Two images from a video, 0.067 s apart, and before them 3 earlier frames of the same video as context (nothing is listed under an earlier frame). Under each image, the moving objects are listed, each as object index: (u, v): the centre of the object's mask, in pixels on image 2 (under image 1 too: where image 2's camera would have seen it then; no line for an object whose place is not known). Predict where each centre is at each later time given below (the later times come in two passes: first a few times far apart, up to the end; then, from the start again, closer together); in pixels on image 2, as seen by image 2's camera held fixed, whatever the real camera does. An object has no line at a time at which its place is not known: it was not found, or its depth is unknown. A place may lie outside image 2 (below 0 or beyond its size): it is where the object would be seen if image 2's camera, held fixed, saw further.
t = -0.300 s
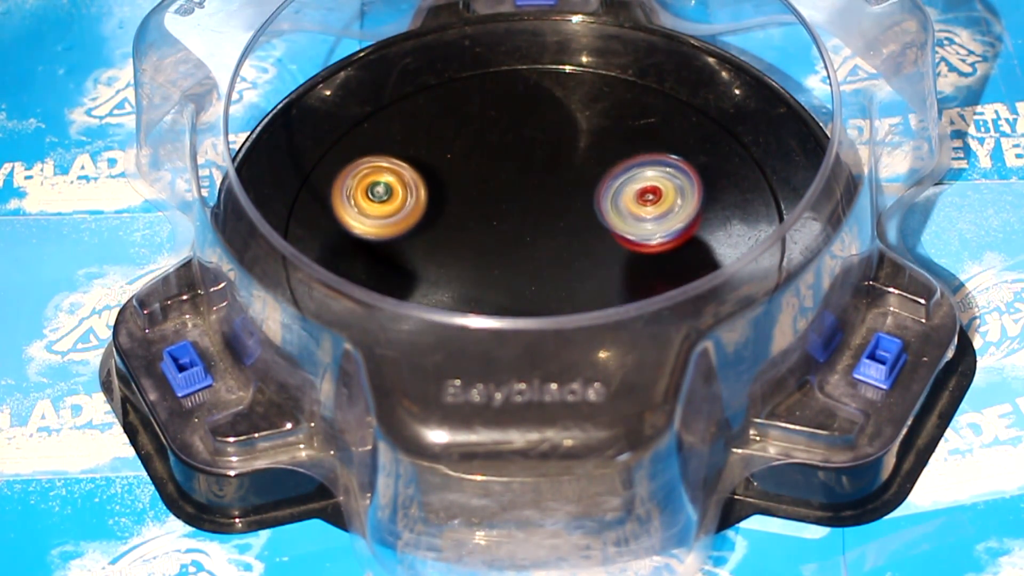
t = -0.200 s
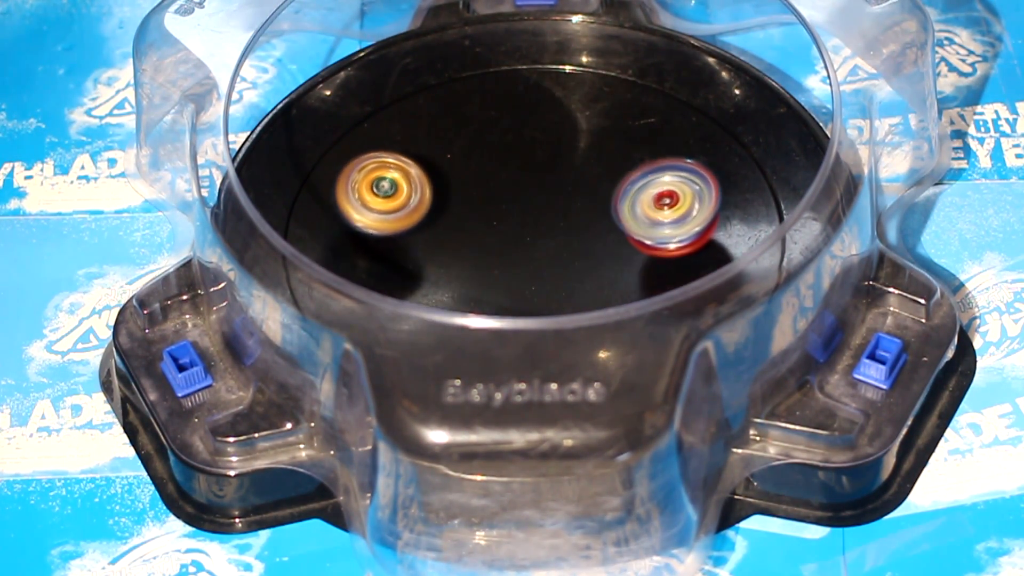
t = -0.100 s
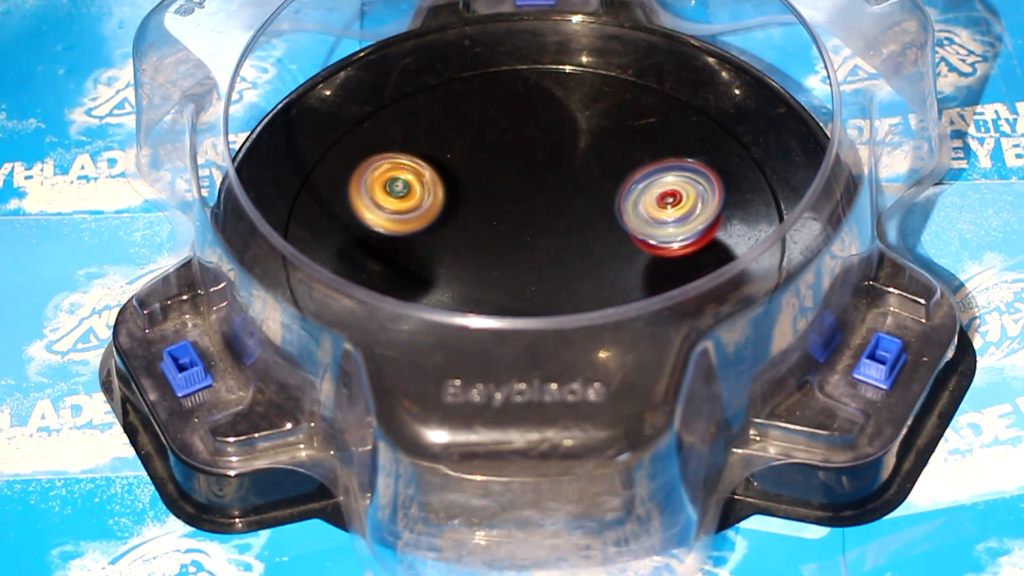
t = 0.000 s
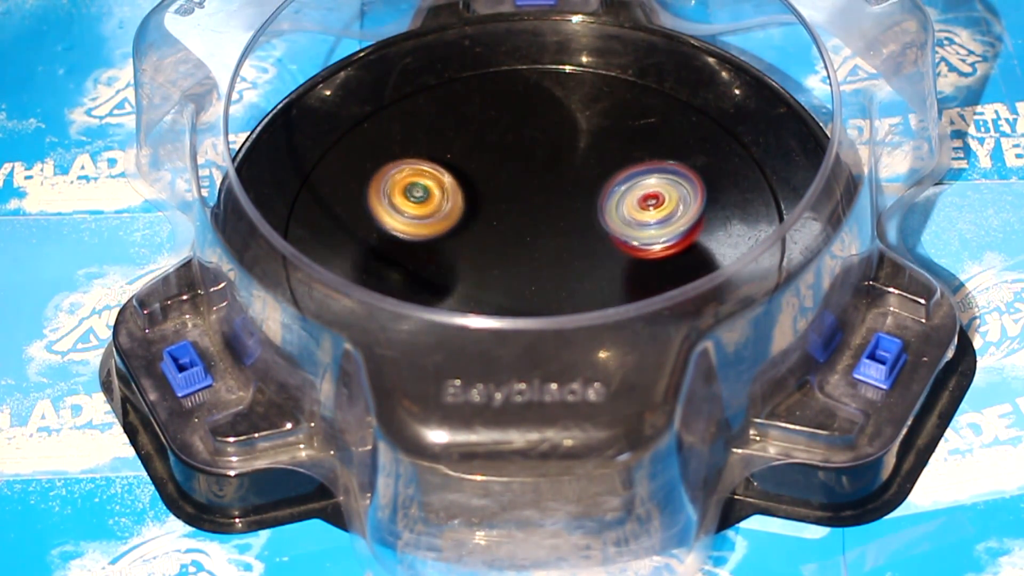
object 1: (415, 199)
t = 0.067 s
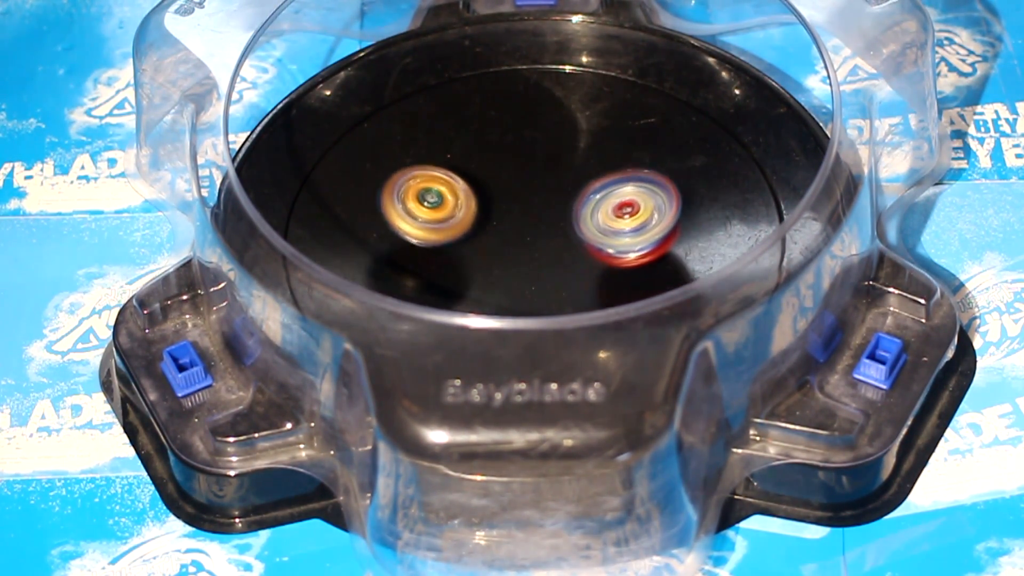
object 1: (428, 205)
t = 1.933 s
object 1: (574, 197)
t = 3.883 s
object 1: (501, 197)
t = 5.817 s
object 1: (544, 164)
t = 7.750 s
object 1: (590, 209)
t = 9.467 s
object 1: (575, 262)
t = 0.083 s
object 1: (431, 207)
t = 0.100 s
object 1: (434, 209)
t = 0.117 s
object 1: (437, 210)
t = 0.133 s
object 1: (440, 212)
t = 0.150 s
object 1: (443, 214)
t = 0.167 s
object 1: (445, 216)
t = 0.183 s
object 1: (448, 218)
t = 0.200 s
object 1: (450, 219)
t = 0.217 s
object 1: (453, 221)
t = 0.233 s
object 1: (455, 223)
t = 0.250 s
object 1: (457, 225)
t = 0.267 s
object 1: (459, 227)
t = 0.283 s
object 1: (461, 228)
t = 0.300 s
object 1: (463, 230)
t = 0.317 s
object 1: (464, 232)
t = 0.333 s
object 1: (466, 233)
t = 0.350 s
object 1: (468, 235)
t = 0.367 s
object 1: (470, 236)
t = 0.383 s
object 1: (472, 238)
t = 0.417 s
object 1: (475, 241)
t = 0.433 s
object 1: (477, 242)
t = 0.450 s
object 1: (479, 244)
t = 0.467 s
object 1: (481, 245)
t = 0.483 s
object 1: (483, 246)
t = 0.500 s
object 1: (485, 248)
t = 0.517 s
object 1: (487, 249)
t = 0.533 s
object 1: (489, 250)
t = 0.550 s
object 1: (491, 251)
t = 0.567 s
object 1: (494, 252)
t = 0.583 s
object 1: (496, 253)
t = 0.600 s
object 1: (499, 254)
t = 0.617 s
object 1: (500, 255)
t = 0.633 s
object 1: (502, 256)
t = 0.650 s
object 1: (504, 256)
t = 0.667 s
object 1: (506, 257)
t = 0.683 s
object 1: (506, 256)
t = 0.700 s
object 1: (496, 245)
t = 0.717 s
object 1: (487, 234)
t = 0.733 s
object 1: (477, 222)
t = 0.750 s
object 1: (468, 211)
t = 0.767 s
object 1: (462, 201)
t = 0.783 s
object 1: (456, 192)
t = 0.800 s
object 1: (452, 183)
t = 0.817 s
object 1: (449, 174)
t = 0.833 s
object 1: (448, 167)
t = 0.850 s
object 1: (449, 160)
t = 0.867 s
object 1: (450, 153)
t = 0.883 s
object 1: (453, 147)
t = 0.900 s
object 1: (458, 142)
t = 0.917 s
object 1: (464, 138)
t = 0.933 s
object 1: (471, 134)
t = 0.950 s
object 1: (479, 130)
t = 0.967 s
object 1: (488, 127)
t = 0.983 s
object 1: (498, 125)
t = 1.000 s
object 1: (507, 123)
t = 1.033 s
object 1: (526, 121)
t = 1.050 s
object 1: (536, 121)
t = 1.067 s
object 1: (545, 120)
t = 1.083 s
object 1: (554, 121)
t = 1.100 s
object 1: (563, 122)
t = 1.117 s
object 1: (570, 124)
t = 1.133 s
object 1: (578, 126)
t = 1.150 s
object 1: (585, 128)
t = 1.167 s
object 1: (591, 131)
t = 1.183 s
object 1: (596, 133)
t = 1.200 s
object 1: (601, 133)
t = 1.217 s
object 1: (606, 131)
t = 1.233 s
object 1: (610, 130)
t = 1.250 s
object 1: (614, 129)
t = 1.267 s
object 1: (616, 129)
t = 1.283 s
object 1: (619, 129)
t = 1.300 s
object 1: (621, 130)
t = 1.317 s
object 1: (623, 130)
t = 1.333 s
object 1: (625, 131)
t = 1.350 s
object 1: (626, 132)
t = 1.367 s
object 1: (626, 134)
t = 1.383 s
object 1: (627, 135)
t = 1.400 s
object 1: (628, 136)
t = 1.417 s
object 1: (628, 138)
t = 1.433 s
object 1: (629, 140)
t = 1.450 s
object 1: (629, 141)
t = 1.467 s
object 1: (629, 143)
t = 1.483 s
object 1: (628, 145)
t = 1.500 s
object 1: (627, 147)
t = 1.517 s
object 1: (626, 150)
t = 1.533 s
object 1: (626, 152)
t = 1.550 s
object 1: (624, 154)
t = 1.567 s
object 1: (623, 156)
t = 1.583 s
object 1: (622, 159)
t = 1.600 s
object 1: (620, 161)
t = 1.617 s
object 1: (618, 164)
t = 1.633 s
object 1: (616, 166)
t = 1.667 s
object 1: (612, 170)
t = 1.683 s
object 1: (610, 173)
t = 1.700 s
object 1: (608, 175)
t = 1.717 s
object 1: (606, 177)
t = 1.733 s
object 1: (603, 179)
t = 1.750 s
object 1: (601, 182)
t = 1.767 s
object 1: (598, 184)
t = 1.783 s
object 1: (596, 185)
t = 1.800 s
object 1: (593, 187)
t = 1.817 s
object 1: (590, 188)
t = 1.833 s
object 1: (588, 190)
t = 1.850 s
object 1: (586, 191)
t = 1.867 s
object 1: (584, 192)
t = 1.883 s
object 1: (581, 194)
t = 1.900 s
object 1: (579, 195)
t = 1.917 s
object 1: (577, 196)
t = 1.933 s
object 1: (574, 197)
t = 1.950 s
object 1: (572, 197)
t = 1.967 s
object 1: (570, 198)
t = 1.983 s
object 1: (568, 199)
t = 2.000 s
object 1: (566, 201)
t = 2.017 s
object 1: (563, 202)
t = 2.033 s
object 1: (561, 203)
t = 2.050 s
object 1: (560, 203)
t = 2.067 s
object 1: (558, 203)
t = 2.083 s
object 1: (560, 200)
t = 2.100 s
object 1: (559, 197)
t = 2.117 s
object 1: (561, 195)
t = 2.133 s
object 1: (561, 190)
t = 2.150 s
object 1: (563, 186)
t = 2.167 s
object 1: (564, 182)
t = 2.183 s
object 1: (564, 179)
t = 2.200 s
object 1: (564, 177)
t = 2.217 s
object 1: (565, 175)
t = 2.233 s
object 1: (565, 174)
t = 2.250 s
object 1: (565, 173)
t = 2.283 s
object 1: (563, 171)
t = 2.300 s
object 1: (563, 167)
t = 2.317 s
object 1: (562, 167)
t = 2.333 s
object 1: (561, 166)
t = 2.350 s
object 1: (560, 166)
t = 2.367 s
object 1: (560, 165)
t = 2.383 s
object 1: (559, 166)
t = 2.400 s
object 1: (559, 165)
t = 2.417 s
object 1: (558, 166)
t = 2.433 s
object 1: (558, 166)
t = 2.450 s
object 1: (557, 166)
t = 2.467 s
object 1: (556, 167)
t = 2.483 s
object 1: (556, 168)
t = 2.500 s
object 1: (556, 169)
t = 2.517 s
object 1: (555, 170)
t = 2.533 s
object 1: (554, 171)
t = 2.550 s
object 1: (554, 170)
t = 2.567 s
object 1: (553, 172)
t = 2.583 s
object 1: (553, 172)
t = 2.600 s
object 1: (551, 173)
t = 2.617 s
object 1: (551, 173)
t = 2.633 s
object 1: (549, 173)
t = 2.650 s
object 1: (549, 174)
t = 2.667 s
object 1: (549, 174)
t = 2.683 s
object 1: (548, 175)
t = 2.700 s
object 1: (548, 176)
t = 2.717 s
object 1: (547, 176)
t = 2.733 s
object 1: (546, 177)
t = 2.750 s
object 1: (546, 179)
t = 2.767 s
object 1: (546, 179)
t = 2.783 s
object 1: (545, 181)
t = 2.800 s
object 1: (545, 182)
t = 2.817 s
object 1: (544, 183)
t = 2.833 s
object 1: (544, 184)
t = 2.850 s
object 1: (542, 184)
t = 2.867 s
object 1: (542, 185)
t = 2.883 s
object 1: (541, 186)
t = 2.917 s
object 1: (540, 189)
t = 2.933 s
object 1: (540, 191)
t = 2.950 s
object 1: (540, 191)
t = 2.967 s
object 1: (539, 194)
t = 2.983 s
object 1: (540, 195)
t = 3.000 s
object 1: (538, 196)
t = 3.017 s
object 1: (538, 197)
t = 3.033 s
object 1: (537, 197)
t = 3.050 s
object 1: (537, 197)
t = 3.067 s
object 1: (536, 199)
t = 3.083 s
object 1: (536, 200)
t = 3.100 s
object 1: (535, 200)
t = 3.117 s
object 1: (534, 200)
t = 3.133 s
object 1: (534, 202)
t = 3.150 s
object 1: (533, 201)
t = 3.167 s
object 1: (533, 203)
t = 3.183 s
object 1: (533, 204)
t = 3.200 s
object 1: (533, 205)
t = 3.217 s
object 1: (532, 206)
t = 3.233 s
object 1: (532, 208)
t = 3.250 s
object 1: (533, 209)
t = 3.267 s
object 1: (531, 208)
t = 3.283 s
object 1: (530, 209)
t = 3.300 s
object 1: (530, 209)
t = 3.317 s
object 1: (528, 209)
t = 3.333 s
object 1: (528, 210)
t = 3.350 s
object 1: (528, 210)
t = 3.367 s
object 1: (528, 212)
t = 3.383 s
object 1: (526, 211)
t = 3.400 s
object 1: (526, 211)
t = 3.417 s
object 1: (525, 210)
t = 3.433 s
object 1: (523, 210)
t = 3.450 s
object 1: (522, 209)
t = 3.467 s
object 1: (521, 210)
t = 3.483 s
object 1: (522, 210)
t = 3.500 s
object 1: (521, 211)
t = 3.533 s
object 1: (521, 212)
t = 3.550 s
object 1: (521, 212)
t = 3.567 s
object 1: (521, 212)
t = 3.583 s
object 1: (519, 212)
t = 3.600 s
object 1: (514, 210)
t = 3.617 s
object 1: (509, 206)
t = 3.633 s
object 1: (504, 203)
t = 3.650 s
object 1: (501, 201)
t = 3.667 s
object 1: (498, 199)
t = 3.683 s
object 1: (496, 198)
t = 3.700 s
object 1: (495, 197)
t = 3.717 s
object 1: (495, 197)
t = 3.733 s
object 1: (495, 197)
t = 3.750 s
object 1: (495, 197)
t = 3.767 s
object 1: (496, 197)
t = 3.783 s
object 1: (497, 197)
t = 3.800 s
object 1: (497, 197)
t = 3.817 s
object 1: (498, 197)
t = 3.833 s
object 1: (499, 197)
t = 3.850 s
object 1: (499, 197)
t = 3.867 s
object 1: (500, 197)
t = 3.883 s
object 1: (501, 197)
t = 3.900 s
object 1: (501, 198)
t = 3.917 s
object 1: (501, 198)
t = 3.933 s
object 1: (497, 196)
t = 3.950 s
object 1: (491, 193)
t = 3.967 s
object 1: (486, 190)
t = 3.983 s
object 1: (483, 189)
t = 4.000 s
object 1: (481, 187)
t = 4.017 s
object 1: (480, 187)
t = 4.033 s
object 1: (479, 186)
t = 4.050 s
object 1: (479, 186)
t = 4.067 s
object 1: (480, 186)
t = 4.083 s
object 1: (481, 187)
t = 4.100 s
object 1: (481, 187)
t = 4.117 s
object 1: (483, 187)
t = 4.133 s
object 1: (485, 188)
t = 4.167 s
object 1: (487, 189)
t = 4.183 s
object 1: (488, 190)
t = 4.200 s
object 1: (490, 191)
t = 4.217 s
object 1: (492, 191)
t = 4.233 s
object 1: (493, 192)
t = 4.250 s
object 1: (494, 192)
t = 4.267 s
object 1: (496, 193)
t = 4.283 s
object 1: (496, 193)
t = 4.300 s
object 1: (495, 192)
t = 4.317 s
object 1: (494, 190)
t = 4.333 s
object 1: (494, 190)
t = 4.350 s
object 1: (494, 189)
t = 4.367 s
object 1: (495, 190)
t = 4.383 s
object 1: (496, 189)
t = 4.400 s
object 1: (496, 189)
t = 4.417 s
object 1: (497, 190)
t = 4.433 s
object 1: (498, 190)
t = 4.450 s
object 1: (499, 190)
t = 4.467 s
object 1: (499, 190)
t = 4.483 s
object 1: (500, 191)
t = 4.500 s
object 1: (501, 191)
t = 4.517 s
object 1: (502, 192)
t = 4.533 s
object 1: (503, 192)
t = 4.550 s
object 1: (504, 193)
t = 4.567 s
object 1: (505, 193)
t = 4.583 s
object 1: (506, 194)
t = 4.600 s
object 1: (507, 194)
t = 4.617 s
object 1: (508, 195)
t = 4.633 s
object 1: (509, 195)
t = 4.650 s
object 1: (509, 194)
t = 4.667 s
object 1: (507, 192)
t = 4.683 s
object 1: (506, 188)
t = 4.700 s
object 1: (505, 185)
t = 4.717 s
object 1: (504, 184)
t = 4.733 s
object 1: (504, 182)
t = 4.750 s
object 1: (505, 181)
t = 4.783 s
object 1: (505, 181)
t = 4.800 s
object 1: (507, 181)
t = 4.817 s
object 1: (508, 181)
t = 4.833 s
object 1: (509, 182)
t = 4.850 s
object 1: (510, 182)
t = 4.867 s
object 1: (511, 182)
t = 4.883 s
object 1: (512, 182)
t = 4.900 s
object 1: (513, 182)
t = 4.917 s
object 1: (515, 183)
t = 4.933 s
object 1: (516, 183)
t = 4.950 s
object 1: (516, 183)
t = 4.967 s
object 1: (518, 184)
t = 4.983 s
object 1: (519, 184)
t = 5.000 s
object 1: (520, 184)
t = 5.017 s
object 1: (521, 185)
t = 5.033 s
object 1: (522, 185)
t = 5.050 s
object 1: (522, 184)
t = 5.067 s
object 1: (519, 180)
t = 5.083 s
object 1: (516, 177)
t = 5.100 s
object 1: (513, 174)
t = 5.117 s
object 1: (512, 172)
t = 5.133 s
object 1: (511, 172)
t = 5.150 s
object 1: (511, 171)
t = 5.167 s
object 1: (511, 171)
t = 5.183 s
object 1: (512, 171)
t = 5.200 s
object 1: (513, 171)
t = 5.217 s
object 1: (513, 171)
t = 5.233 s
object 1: (514, 170)
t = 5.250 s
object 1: (516, 171)
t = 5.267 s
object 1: (516, 171)
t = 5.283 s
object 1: (517, 171)
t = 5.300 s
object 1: (518, 171)
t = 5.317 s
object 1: (518, 171)
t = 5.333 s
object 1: (519, 171)
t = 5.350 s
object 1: (520, 171)
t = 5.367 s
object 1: (521, 172)
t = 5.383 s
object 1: (522, 172)
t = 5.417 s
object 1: (523, 172)
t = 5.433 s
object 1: (524, 172)
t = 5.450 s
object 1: (525, 172)
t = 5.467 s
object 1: (526, 173)
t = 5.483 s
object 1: (527, 173)
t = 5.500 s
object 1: (528, 173)
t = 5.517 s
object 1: (528, 172)
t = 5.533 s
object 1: (528, 168)
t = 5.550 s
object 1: (529, 163)
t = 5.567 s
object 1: (529, 160)
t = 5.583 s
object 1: (529, 159)
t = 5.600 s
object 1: (530, 158)
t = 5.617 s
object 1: (531, 158)
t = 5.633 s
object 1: (532, 158)
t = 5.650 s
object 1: (533, 158)
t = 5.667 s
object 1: (535, 158)
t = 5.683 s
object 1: (536, 159)
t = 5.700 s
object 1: (537, 159)
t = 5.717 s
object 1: (538, 160)
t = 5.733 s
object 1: (539, 160)
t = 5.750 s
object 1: (540, 161)
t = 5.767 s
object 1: (541, 161)
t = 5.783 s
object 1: (542, 162)
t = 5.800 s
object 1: (543, 163)
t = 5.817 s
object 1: (544, 164)
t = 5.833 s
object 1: (544, 165)
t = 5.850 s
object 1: (545, 166)
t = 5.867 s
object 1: (546, 167)
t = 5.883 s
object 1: (547, 167)
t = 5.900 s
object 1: (548, 168)
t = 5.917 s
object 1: (549, 169)
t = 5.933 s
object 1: (549, 170)
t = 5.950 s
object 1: (550, 171)
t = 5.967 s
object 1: (551, 172)
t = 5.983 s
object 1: (551, 173)
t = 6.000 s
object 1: (552, 174)
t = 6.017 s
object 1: (553, 175)
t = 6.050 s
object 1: (553, 177)
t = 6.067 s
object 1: (554, 177)
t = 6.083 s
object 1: (555, 177)
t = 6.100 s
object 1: (555, 176)
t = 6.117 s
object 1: (555, 172)
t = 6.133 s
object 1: (552, 169)
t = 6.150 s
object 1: (551, 166)
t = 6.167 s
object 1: (550, 163)
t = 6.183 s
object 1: (548, 162)
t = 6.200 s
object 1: (548, 161)
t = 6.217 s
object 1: (548, 161)
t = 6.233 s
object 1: (548, 162)
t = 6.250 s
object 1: (548, 162)
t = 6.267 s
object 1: (548, 163)
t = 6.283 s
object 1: (549, 164)
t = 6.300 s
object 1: (550, 165)
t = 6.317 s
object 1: (549, 166)
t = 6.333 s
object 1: (550, 167)
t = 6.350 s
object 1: (551, 168)
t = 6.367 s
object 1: (551, 169)
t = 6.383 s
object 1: (552, 168)
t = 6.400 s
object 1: (553, 168)
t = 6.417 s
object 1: (554, 169)
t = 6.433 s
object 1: (555, 170)
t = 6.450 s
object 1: (555, 170)
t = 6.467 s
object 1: (556, 171)
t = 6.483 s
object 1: (556, 172)
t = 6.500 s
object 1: (556, 173)
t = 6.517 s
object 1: (557, 174)
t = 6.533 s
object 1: (557, 175)
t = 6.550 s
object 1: (557, 176)
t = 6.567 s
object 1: (557, 178)
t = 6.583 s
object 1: (557, 179)
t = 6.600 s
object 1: (557, 180)
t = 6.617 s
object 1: (557, 181)
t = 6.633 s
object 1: (558, 182)
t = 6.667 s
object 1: (558, 184)
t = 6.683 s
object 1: (558, 185)
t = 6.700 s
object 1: (558, 186)
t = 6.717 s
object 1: (558, 187)
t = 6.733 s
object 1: (559, 187)
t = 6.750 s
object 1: (562, 185)
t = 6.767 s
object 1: (563, 183)
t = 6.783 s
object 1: (565, 181)
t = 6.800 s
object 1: (566, 180)
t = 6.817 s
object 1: (567, 180)
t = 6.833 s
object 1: (568, 180)
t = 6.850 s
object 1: (568, 180)
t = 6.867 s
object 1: (569, 181)
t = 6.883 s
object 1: (570, 181)
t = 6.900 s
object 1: (570, 182)
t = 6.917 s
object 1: (571, 182)
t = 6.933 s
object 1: (571, 183)
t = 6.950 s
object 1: (572, 184)
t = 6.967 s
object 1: (573, 184)
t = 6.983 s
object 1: (573, 185)
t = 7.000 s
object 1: (574, 185)
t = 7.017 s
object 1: (574, 186)
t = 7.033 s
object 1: (575, 186)
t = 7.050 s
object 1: (575, 187)
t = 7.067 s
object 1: (576, 187)
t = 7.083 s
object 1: (577, 188)
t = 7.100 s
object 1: (578, 188)
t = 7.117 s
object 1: (579, 187)
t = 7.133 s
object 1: (580, 185)
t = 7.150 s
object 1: (581, 185)
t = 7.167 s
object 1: (581, 185)
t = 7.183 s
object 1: (581, 186)
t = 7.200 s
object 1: (581, 187)
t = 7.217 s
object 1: (581, 188)
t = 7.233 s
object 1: (581, 188)
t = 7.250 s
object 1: (582, 189)
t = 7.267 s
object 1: (581, 190)
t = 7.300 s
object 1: (582, 192)
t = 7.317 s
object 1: (582, 193)
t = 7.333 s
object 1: (583, 193)
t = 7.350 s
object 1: (583, 194)
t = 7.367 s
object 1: (583, 195)
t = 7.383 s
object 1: (583, 195)
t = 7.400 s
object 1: (583, 196)
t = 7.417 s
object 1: (583, 197)
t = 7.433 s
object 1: (584, 198)
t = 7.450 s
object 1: (585, 198)
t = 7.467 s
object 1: (586, 198)
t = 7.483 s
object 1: (586, 198)
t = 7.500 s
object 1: (587, 198)
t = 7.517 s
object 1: (587, 199)
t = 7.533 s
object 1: (587, 200)
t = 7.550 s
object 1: (587, 201)
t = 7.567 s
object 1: (588, 201)
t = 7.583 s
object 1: (588, 202)
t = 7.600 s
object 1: (588, 203)
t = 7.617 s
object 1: (588, 204)
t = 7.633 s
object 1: (589, 204)
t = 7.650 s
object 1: (589, 205)
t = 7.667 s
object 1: (589, 206)
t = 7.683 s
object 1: (589, 207)
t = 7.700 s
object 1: (589, 207)
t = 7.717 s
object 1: (589, 208)
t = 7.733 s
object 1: (590, 209)
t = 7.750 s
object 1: (590, 209)
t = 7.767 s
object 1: (592, 210)
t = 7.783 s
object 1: (592, 210)
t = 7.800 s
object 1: (592, 211)
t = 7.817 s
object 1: (592, 211)
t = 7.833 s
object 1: (592, 212)
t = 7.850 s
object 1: (592, 213)
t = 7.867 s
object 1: (592, 214)
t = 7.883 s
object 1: (593, 215)
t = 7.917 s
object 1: (593, 216)
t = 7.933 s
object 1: (593, 217)
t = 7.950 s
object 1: (593, 217)
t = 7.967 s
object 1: (594, 218)
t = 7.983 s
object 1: (594, 218)
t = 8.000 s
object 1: (594, 218)
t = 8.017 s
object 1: (594, 219)
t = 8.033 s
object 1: (594, 220)
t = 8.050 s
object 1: (594, 220)
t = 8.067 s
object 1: (594, 221)
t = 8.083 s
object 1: (594, 221)
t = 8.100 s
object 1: (594, 222)
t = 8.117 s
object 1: (594, 223)
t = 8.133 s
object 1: (594, 223)
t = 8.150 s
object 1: (593, 224)
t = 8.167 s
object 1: (593, 224)
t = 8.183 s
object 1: (593, 225)
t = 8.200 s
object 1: (593, 225)
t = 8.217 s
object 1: (593, 226)
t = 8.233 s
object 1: (592, 226)
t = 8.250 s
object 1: (592, 227)
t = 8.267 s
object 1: (592, 228)
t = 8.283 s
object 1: (593, 228)
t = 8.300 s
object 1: (597, 229)
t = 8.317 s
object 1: (601, 230)
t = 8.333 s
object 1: (604, 230)
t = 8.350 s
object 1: (606, 231)
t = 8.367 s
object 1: (607, 232)
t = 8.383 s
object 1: (607, 232)
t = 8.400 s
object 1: (607, 232)
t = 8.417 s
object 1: (607, 233)
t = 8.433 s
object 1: (607, 234)
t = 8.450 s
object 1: (607, 234)
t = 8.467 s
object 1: (606, 235)
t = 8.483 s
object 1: (606, 235)
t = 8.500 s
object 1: (605, 235)
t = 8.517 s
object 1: (605, 236)
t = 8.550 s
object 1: (604, 237)
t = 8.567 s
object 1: (603, 237)
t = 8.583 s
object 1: (603, 238)
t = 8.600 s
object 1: (602, 238)
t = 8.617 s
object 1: (602, 238)
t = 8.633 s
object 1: (601, 239)
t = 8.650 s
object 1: (600, 239)
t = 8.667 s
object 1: (599, 239)
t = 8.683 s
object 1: (598, 239)
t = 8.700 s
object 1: (598, 240)
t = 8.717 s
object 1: (597, 240)
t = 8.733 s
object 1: (597, 241)
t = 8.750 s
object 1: (599, 242)
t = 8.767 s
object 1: (600, 243)
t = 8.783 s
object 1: (601, 243)
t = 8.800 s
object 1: (601, 244)
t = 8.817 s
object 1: (601, 244)
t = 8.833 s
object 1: (600, 244)
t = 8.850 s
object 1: (599, 245)
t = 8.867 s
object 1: (598, 245)
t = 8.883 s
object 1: (598, 246)
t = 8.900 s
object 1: (597, 246)
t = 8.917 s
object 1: (596, 247)
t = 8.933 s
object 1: (595, 247)
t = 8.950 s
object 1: (594, 247)
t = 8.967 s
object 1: (594, 248)
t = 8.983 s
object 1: (592, 248)
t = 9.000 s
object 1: (592, 248)
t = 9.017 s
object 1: (590, 249)
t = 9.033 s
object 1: (589, 249)
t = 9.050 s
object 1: (588, 249)
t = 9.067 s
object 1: (588, 250)
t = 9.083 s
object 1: (587, 250)
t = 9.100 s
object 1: (587, 250)
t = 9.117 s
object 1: (587, 250)
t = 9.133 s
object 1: (585, 251)
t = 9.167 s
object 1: (583, 251)
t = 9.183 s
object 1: (582, 252)
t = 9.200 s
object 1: (581, 252)
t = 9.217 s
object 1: (580, 252)
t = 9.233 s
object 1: (579, 253)
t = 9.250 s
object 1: (578, 253)
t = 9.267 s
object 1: (580, 255)
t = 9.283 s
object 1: (581, 256)
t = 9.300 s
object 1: (582, 257)
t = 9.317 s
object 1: (582, 258)
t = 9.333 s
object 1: (581, 259)
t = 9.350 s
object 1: (580, 259)
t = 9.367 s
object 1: (580, 259)
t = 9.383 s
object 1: (579, 260)
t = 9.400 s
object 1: (578, 260)
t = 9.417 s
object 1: (577, 261)
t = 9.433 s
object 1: (577, 261)
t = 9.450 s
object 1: (576, 262)
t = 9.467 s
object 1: (575, 262)
